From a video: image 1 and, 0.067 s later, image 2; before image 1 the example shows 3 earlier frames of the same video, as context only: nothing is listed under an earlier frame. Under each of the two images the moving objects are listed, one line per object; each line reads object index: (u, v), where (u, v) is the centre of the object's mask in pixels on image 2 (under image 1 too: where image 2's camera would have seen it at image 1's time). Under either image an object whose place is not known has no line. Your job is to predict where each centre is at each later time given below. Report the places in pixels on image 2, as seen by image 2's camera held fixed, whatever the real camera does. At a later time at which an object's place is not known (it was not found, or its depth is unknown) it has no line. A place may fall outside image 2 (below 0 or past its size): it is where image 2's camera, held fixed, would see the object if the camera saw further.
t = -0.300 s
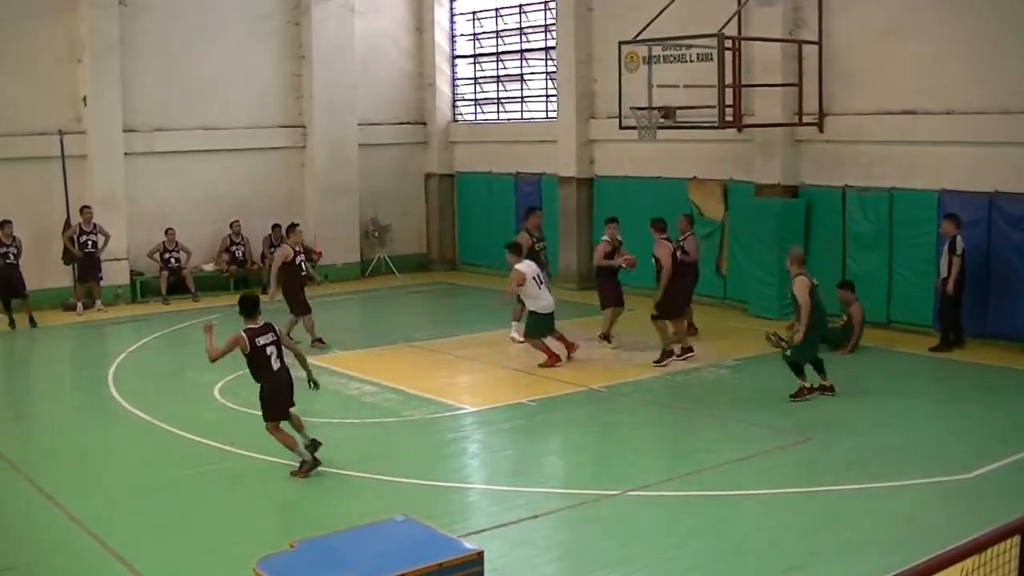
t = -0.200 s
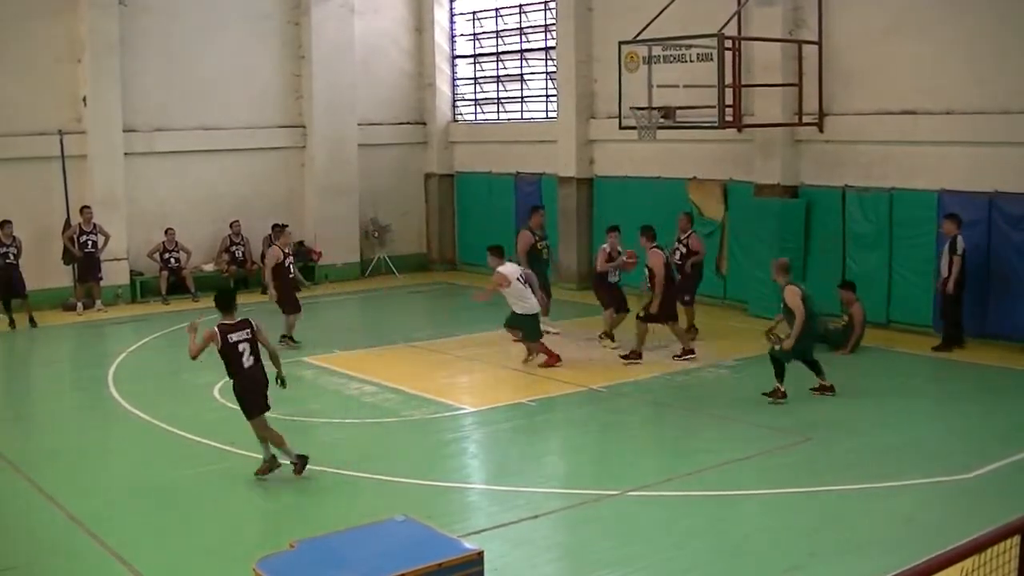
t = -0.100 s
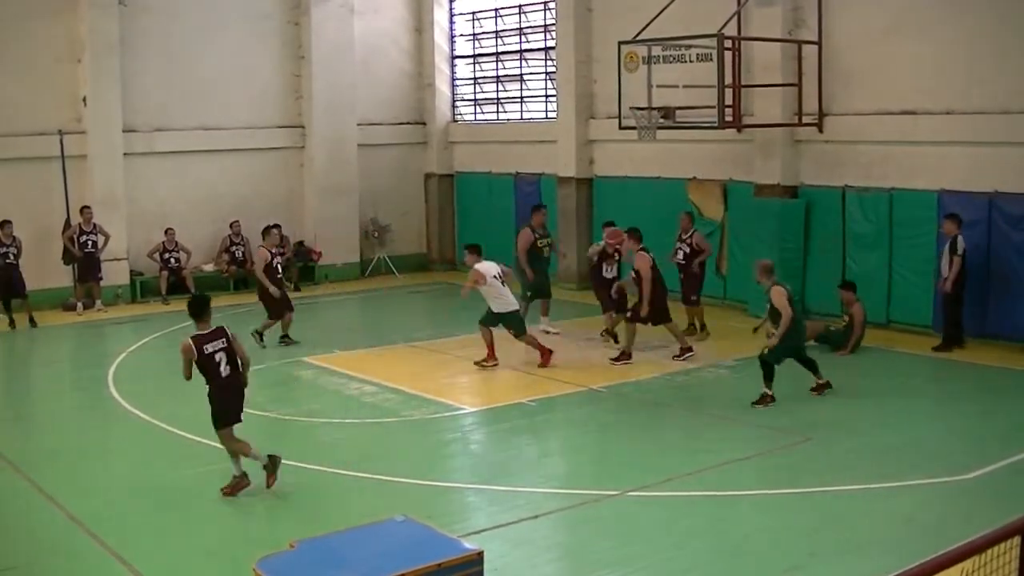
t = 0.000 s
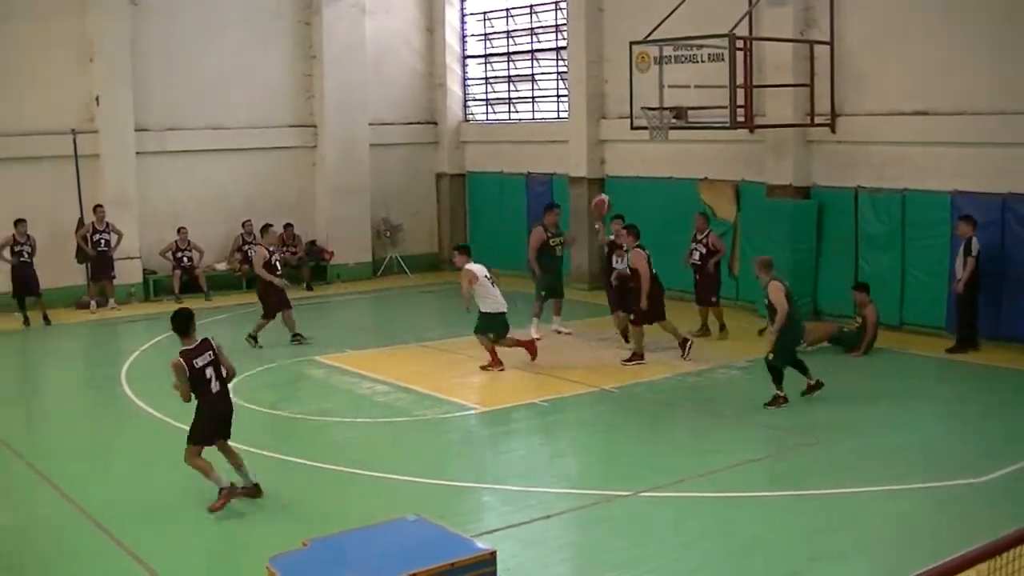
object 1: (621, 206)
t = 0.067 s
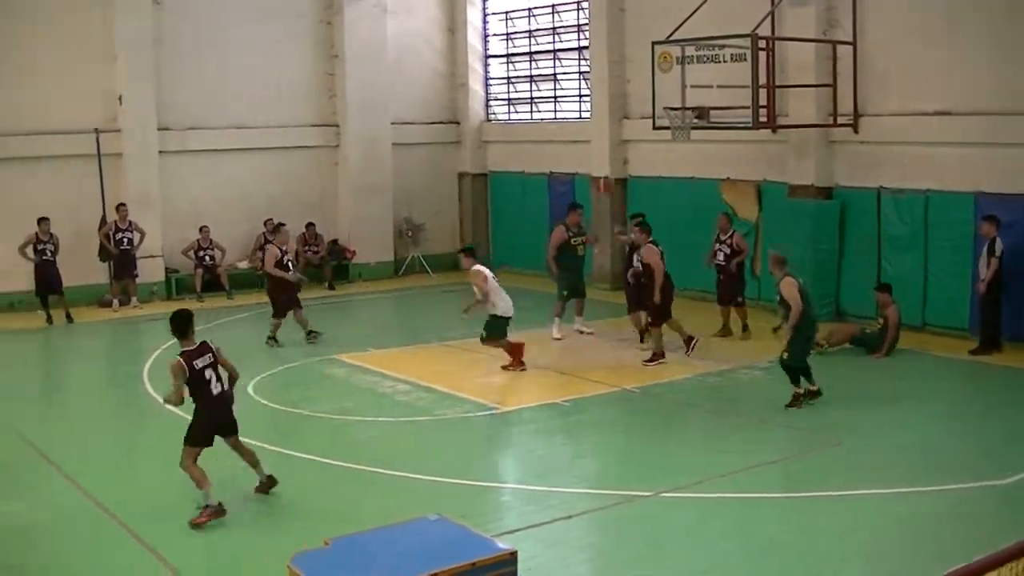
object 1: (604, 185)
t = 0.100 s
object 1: (594, 175)
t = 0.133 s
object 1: (583, 166)
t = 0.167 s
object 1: (571, 159)
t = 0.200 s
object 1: (559, 151)
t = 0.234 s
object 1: (547, 145)
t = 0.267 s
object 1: (533, 140)
